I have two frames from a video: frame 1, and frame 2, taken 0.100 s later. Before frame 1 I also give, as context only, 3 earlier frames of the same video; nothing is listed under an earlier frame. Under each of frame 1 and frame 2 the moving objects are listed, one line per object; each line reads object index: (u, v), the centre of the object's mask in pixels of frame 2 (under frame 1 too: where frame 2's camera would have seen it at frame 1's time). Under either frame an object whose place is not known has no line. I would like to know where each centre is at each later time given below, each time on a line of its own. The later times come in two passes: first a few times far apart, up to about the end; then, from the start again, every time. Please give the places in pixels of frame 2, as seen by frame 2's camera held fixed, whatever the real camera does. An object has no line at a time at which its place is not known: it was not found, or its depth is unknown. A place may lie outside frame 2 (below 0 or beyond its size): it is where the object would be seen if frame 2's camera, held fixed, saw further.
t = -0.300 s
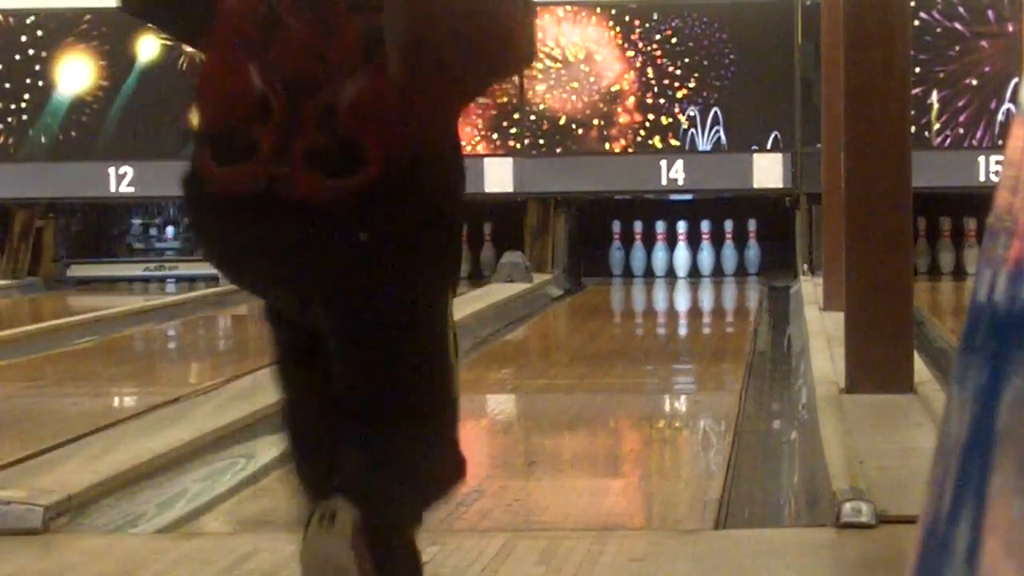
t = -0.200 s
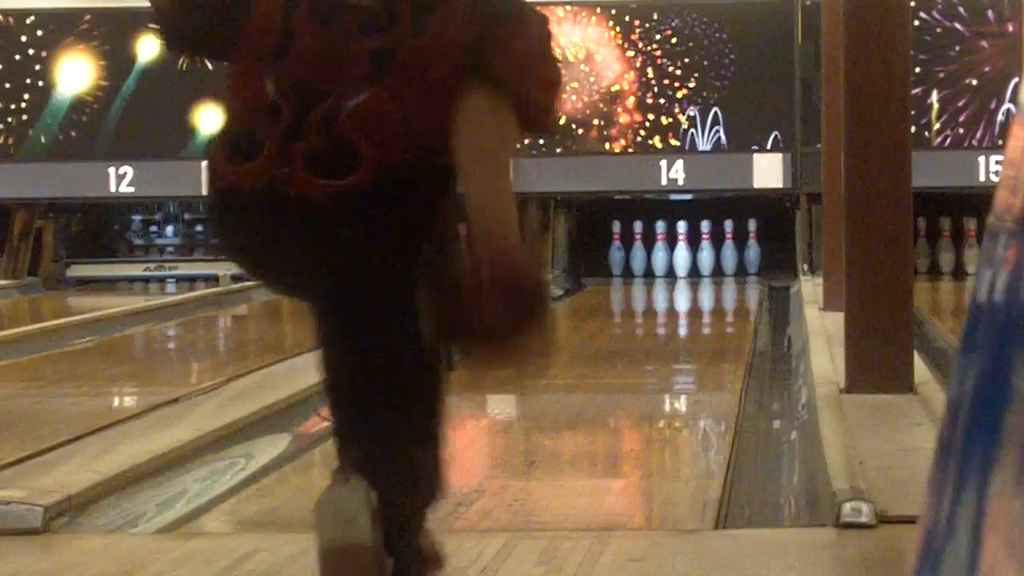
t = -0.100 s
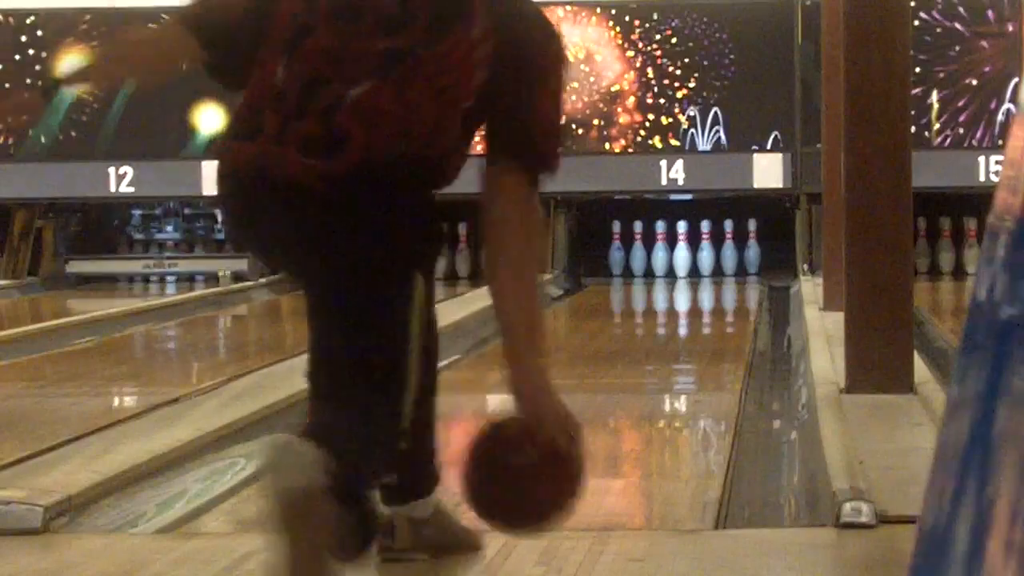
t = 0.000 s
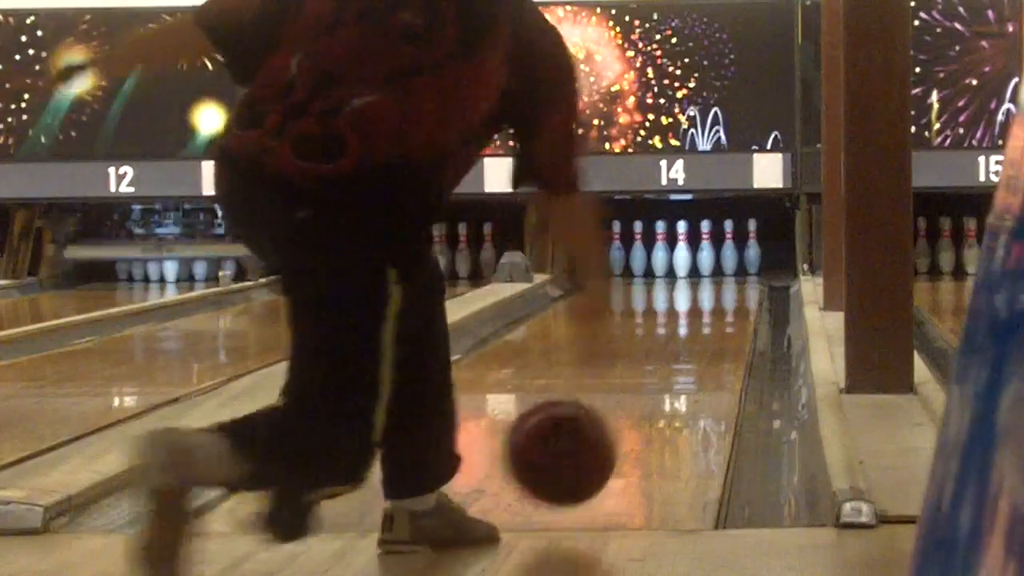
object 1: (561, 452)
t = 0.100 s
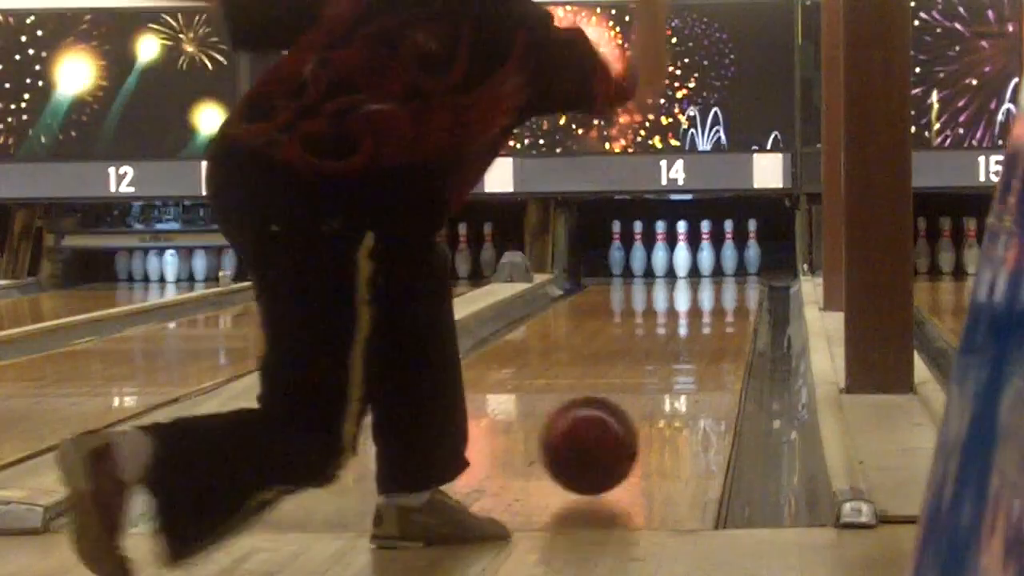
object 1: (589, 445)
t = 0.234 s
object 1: (619, 416)
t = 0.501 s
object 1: (657, 368)
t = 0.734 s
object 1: (677, 342)
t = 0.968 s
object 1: (690, 323)
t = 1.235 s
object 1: (700, 304)
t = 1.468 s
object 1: (705, 292)
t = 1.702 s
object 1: (707, 282)
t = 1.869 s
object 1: (707, 275)
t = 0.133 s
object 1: (598, 438)
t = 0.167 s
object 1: (605, 430)
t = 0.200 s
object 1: (612, 422)
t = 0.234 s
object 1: (619, 416)
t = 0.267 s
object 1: (624, 409)
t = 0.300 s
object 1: (630, 402)
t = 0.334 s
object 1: (635, 396)
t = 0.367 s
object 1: (640, 389)
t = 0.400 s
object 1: (645, 383)
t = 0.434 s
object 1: (649, 378)
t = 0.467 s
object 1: (653, 373)
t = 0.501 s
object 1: (657, 368)
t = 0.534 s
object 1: (660, 364)
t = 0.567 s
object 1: (663, 360)
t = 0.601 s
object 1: (666, 356)
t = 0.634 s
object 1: (669, 353)
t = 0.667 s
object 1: (672, 350)
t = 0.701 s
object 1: (675, 346)
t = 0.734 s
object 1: (677, 342)
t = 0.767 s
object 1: (679, 339)
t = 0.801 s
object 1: (682, 335)
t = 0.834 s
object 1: (683, 333)
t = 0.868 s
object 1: (685, 331)
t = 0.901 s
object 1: (687, 328)
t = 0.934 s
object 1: (689, 326)
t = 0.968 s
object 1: (690, 323)
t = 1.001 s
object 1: (692, 320)
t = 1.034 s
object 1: (693, 318)
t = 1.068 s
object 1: (695, 315)
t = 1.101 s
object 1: (696, 313)
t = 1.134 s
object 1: (698, 310)
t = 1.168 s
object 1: (699, 309)
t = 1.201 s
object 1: (700, 306)
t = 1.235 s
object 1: (700, 304)
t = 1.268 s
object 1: (700, 303)
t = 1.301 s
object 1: (702, 301)
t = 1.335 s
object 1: (702, 299)
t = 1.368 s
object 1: (703, 297)
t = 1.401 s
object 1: (704, 295)
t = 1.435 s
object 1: (705, 293)
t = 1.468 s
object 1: (705, 292)
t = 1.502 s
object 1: (706, 290)
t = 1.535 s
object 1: (706, 288)
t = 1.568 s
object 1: (707, 287)
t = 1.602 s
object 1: (707, 285)
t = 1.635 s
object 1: (707, 284)
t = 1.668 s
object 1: (707, 283)
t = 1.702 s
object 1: (707, 282)
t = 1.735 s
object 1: (707, 281)
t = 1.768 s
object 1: (708, 279)
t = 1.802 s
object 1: (707, 278)
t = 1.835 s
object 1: (707, 277)
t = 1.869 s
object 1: (707, 275)
